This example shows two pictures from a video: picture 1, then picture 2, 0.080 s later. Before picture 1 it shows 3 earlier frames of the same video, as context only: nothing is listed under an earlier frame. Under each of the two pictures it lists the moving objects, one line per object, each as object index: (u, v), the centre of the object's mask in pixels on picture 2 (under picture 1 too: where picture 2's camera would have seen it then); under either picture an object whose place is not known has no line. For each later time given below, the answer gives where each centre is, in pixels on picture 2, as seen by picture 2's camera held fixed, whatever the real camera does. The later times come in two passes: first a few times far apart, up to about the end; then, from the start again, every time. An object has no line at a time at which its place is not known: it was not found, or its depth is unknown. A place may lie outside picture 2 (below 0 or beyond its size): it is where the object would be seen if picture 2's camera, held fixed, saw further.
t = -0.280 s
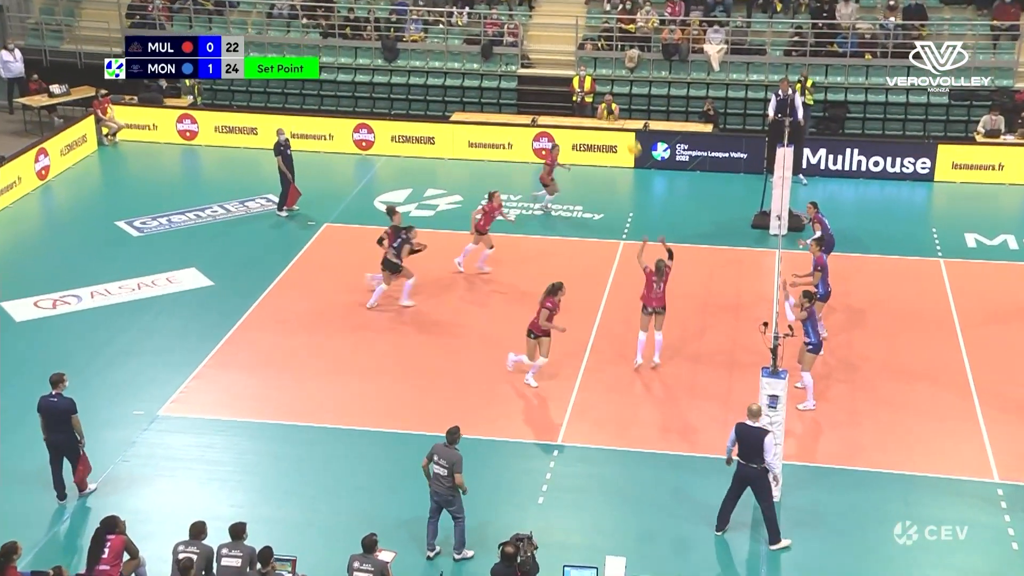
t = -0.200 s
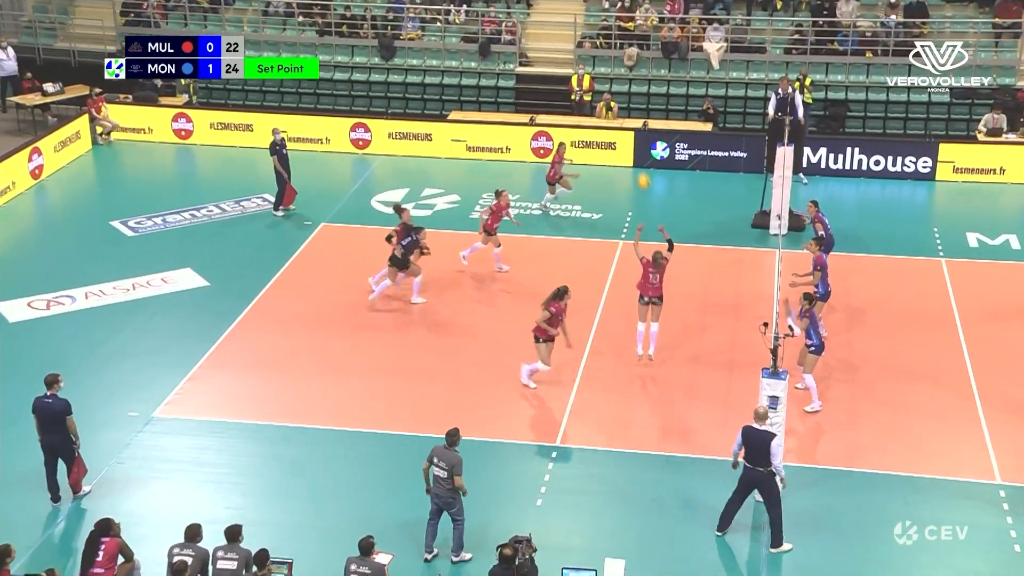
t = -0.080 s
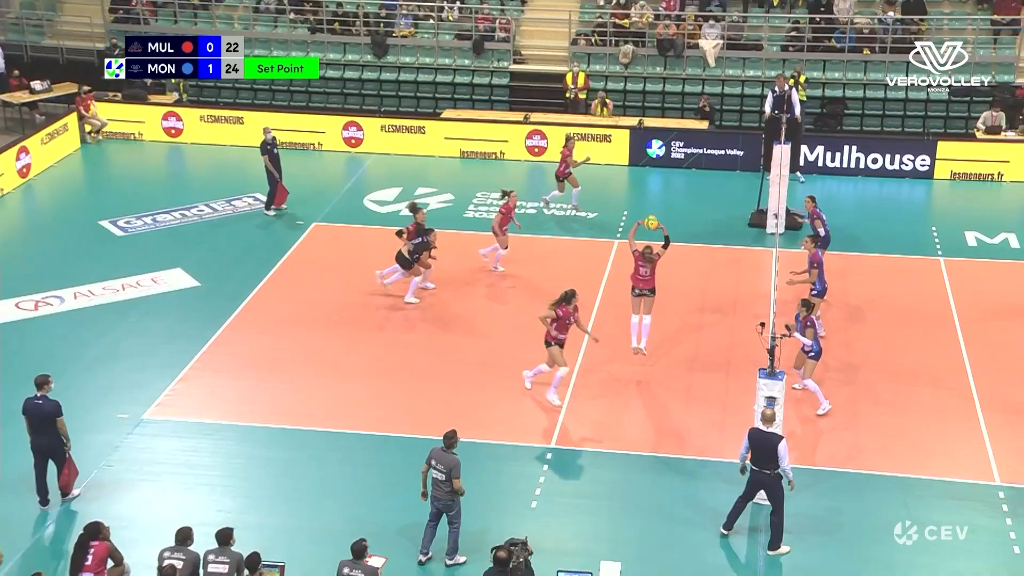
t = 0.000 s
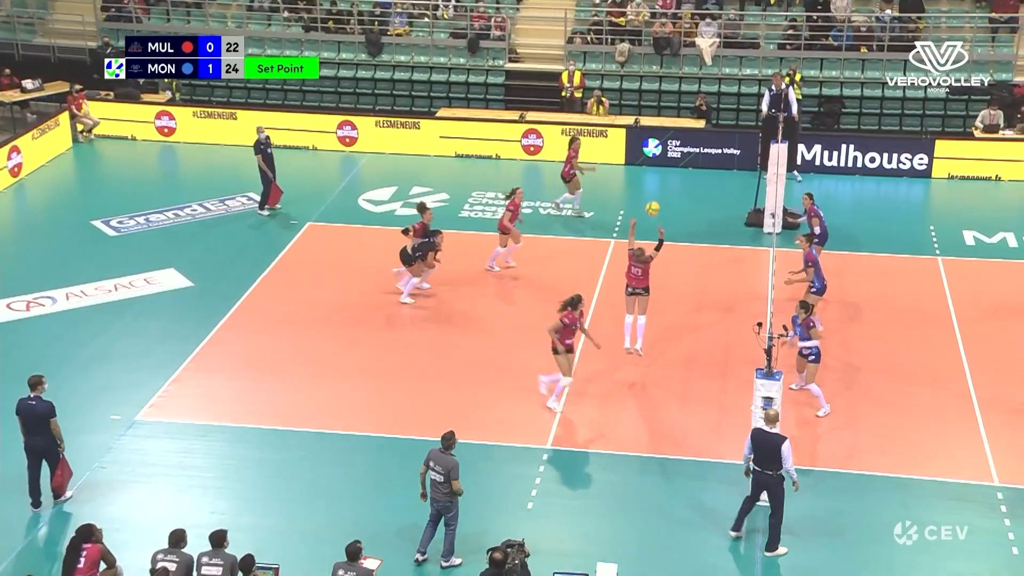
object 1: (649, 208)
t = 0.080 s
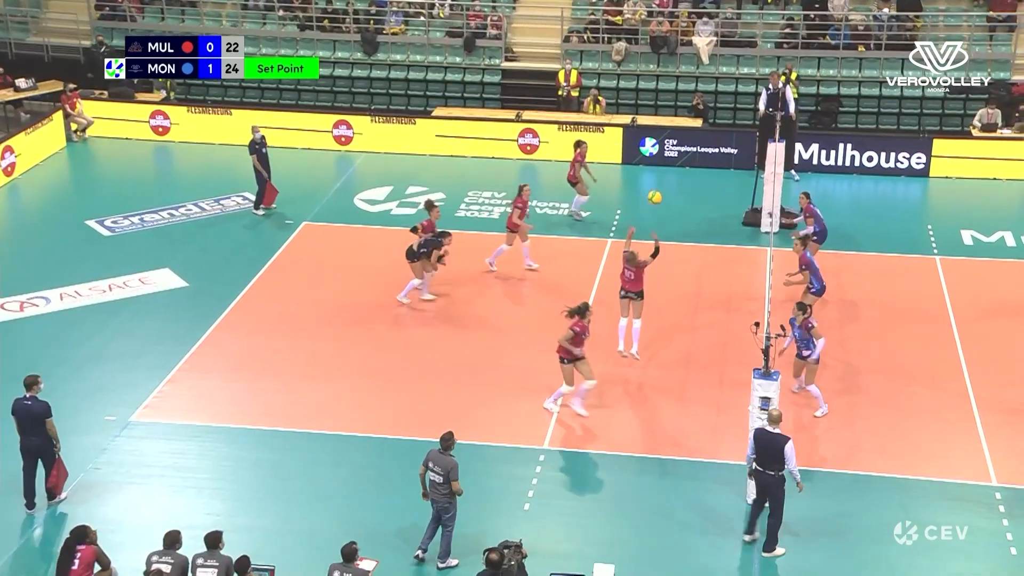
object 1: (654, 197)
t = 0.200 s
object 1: (662, 189)
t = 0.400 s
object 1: (673, 197)
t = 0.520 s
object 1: (680, 215)
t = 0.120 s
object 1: (657, 194)
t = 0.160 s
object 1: (659, 191)
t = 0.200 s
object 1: (662, 189)
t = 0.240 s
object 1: (664, 188)
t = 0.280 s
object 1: (667, 189)
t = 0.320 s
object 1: (669, 191)
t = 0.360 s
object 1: (671, 193)
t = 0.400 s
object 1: (673, 197)
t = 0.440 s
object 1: (675, 202)
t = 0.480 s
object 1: (678, 207)
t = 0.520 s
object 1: (680, 215)
